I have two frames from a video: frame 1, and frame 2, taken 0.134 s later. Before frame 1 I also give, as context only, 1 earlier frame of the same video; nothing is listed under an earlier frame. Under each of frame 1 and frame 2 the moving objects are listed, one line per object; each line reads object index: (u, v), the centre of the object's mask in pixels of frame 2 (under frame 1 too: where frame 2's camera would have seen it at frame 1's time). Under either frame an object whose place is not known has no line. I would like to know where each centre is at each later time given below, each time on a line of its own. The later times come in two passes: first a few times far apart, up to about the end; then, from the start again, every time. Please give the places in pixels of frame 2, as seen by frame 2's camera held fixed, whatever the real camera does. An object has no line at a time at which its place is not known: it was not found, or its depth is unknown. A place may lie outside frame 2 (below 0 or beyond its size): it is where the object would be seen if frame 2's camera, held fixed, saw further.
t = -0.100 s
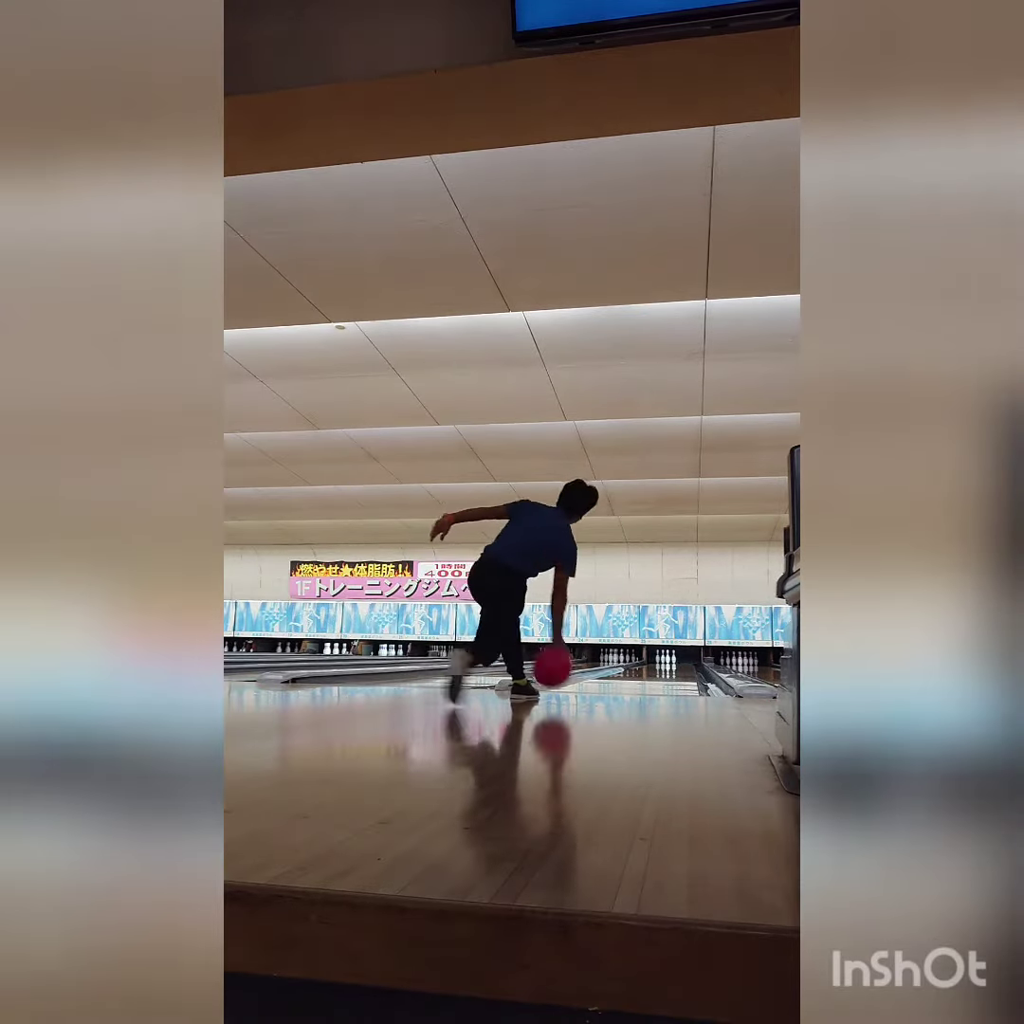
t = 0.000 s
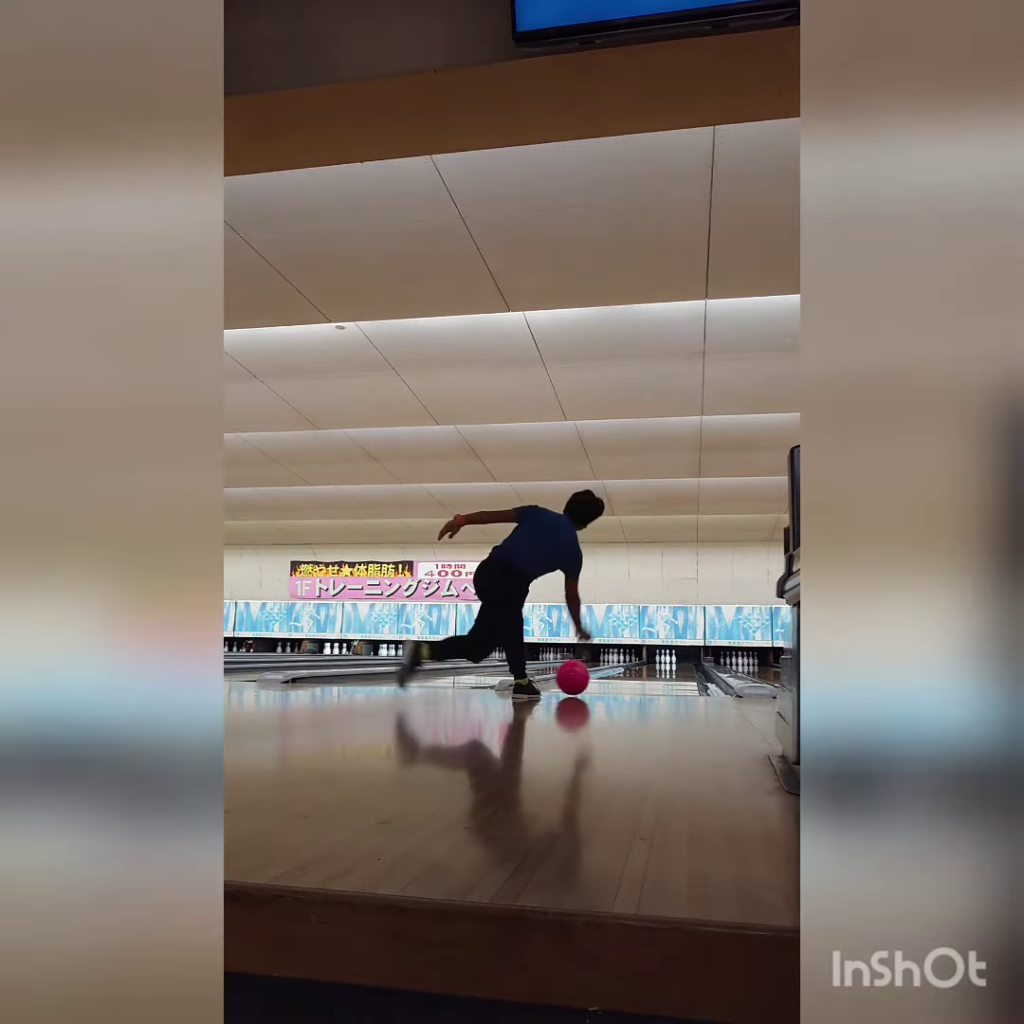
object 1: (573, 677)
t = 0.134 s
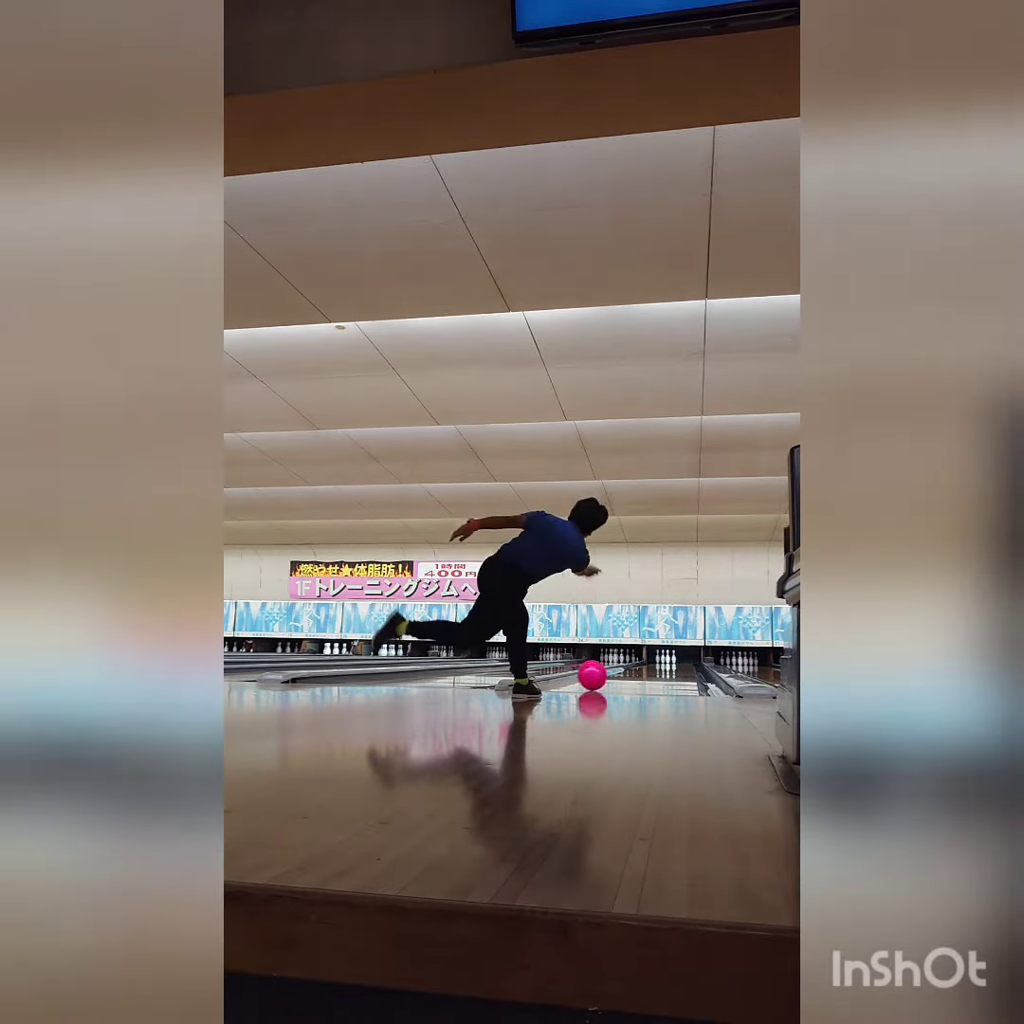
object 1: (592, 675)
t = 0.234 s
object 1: (603, 673)
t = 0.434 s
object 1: (620, 670)
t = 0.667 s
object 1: (633, 668)
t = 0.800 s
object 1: (639, 666)
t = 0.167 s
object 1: (596, 674)
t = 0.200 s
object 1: (600, 673)
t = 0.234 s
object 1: (603, 673)
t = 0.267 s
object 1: (606, 672)
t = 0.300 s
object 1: (609, 672)
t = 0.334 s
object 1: (612, 671)
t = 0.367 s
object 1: (615, 671)
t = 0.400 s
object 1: (618, 670)
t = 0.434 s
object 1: (620, 670)
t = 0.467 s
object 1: (622, 669)
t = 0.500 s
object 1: (624, 669)
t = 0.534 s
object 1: (626, 669)
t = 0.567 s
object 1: (628, 668)
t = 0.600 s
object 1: (630, 668)
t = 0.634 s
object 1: (631, 668)
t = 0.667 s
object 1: (633, 668)
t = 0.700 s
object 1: (634, 667)
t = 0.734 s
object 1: (636, 667)
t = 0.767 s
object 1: (637, 667)
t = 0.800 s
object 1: (639, 666)
